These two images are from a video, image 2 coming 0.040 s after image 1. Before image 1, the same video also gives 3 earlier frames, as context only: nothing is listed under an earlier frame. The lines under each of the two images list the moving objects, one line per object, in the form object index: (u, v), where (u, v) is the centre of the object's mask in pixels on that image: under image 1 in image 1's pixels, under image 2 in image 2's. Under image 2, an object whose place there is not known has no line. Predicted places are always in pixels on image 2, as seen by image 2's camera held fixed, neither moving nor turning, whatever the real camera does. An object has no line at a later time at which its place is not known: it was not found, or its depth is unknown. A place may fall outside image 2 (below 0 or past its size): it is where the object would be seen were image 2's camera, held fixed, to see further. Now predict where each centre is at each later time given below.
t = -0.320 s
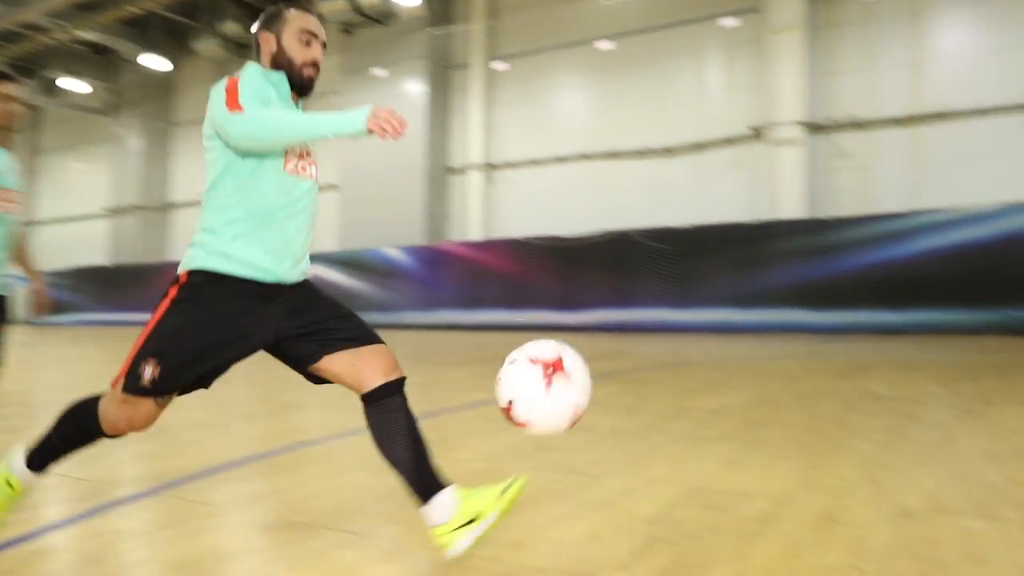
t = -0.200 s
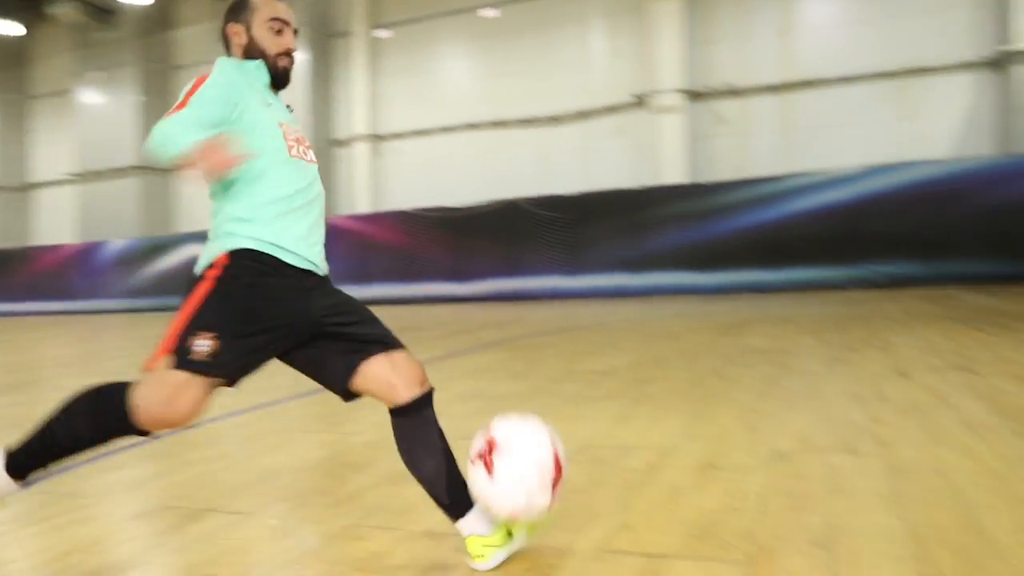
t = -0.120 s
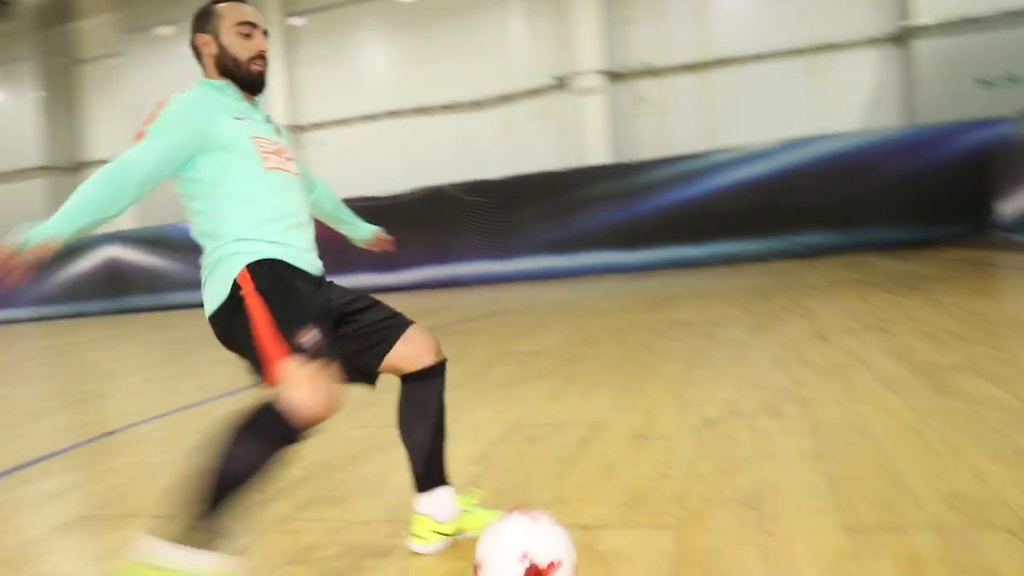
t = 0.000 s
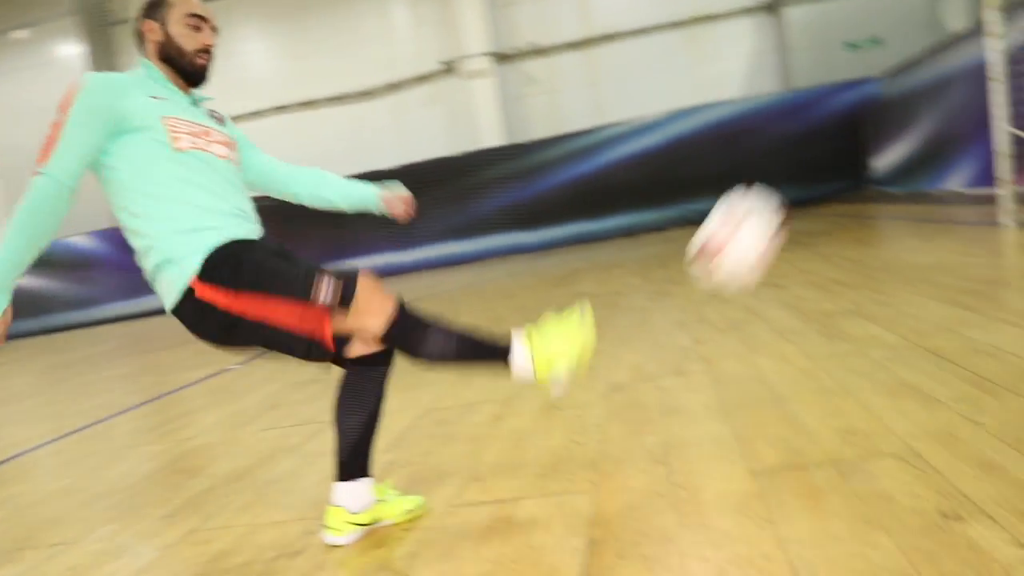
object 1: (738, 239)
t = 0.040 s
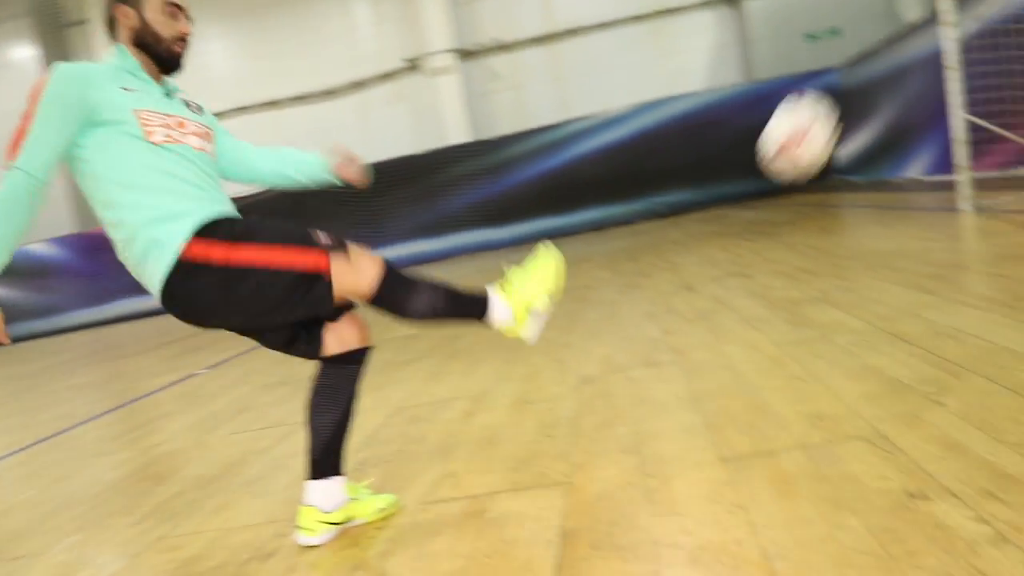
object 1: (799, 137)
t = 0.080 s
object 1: (873, 68)
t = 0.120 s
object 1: (932, 19)
